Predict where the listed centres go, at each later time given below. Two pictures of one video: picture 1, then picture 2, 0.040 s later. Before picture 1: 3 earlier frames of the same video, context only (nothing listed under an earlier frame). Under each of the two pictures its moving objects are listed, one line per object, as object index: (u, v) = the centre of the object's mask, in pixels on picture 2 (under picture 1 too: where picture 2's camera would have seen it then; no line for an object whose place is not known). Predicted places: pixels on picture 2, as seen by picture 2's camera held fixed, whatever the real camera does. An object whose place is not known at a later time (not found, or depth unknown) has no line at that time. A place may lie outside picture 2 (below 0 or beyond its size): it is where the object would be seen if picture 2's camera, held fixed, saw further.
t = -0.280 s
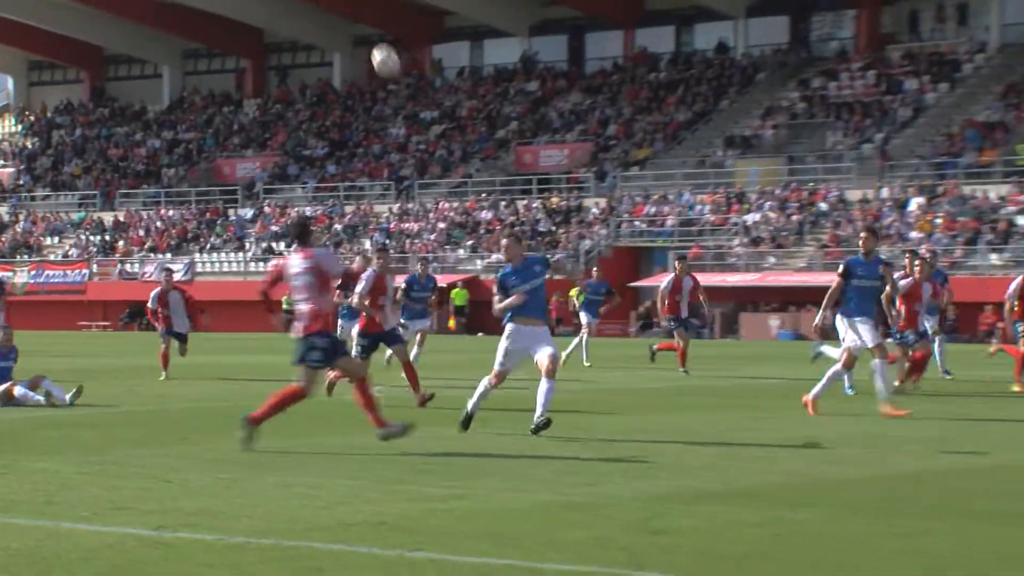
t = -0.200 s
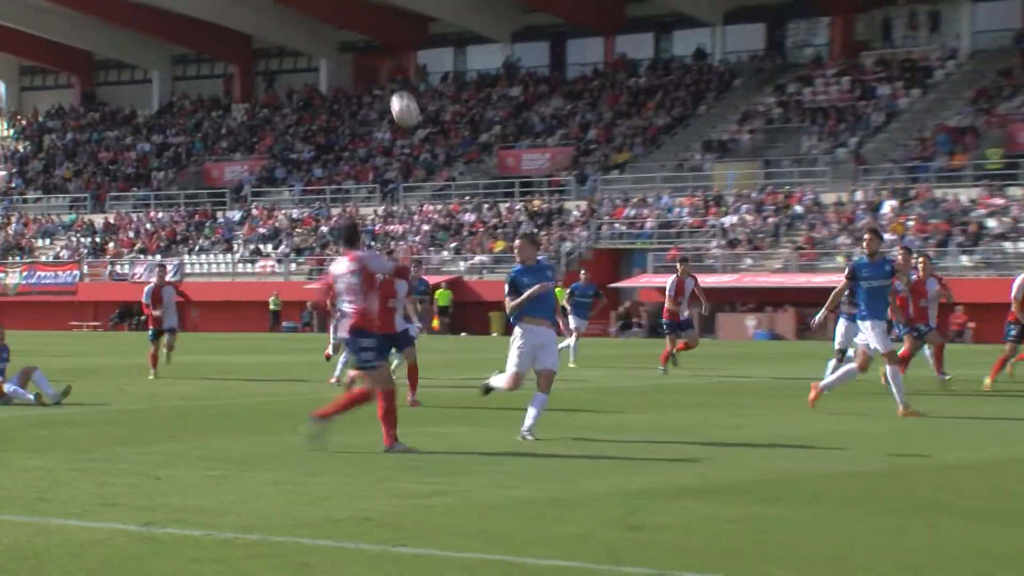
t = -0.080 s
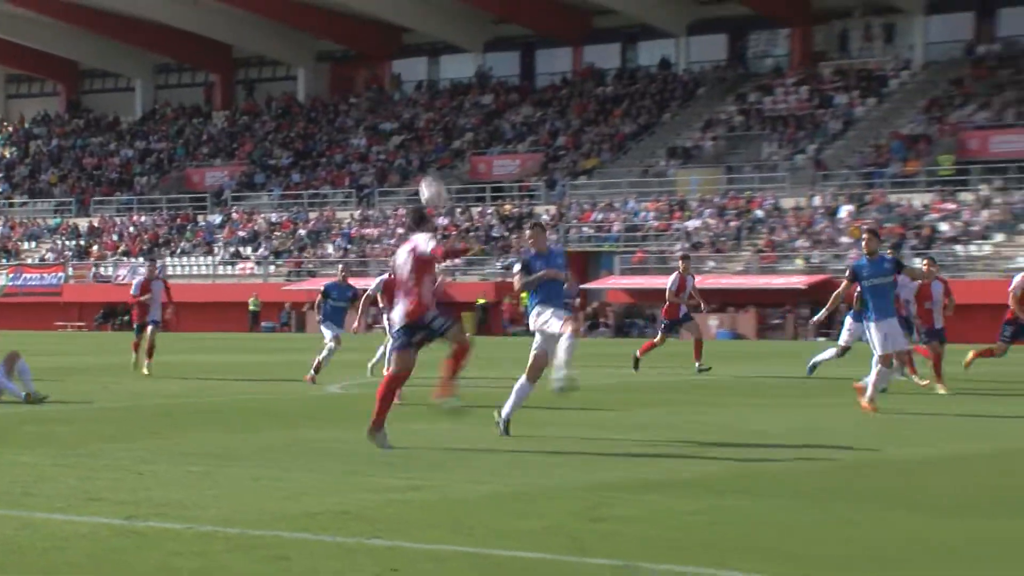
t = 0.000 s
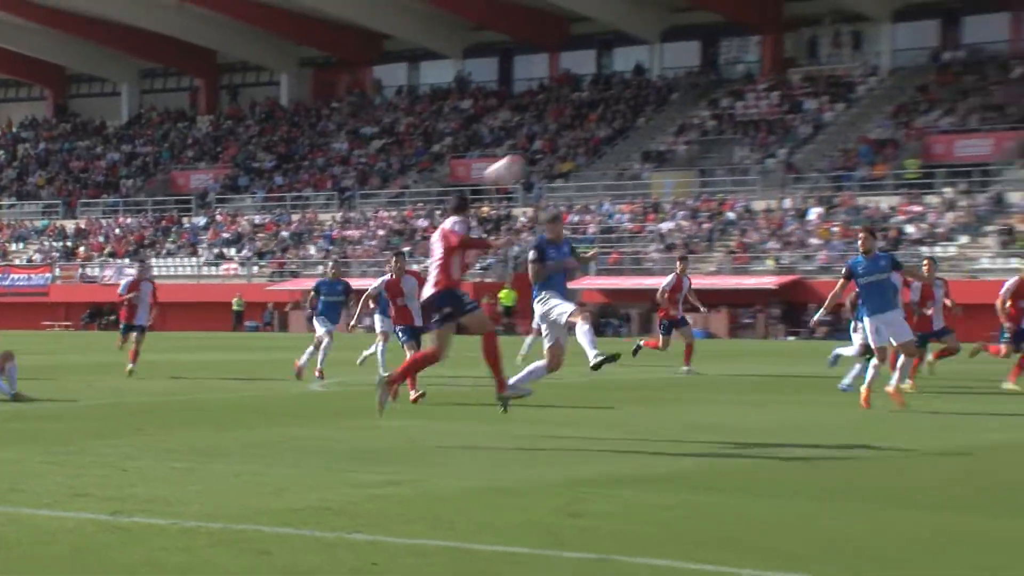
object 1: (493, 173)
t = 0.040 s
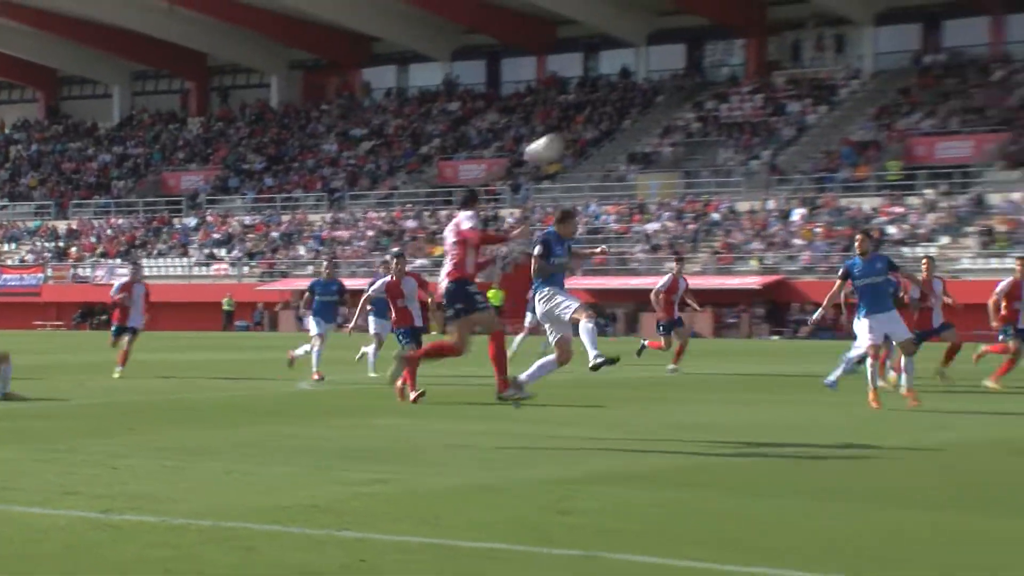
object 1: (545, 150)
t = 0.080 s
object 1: (600, 127)
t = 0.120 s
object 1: (647, 110)
